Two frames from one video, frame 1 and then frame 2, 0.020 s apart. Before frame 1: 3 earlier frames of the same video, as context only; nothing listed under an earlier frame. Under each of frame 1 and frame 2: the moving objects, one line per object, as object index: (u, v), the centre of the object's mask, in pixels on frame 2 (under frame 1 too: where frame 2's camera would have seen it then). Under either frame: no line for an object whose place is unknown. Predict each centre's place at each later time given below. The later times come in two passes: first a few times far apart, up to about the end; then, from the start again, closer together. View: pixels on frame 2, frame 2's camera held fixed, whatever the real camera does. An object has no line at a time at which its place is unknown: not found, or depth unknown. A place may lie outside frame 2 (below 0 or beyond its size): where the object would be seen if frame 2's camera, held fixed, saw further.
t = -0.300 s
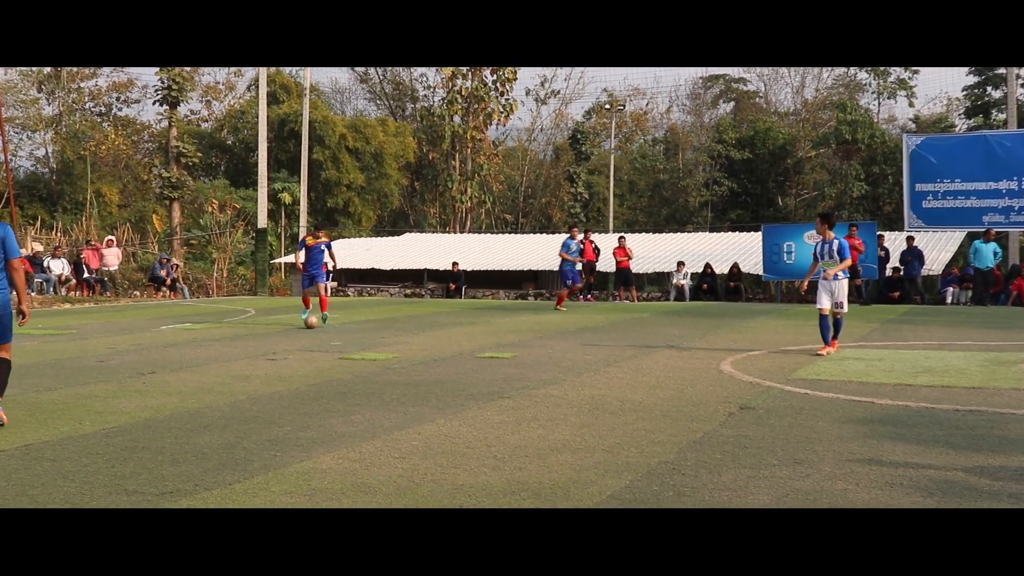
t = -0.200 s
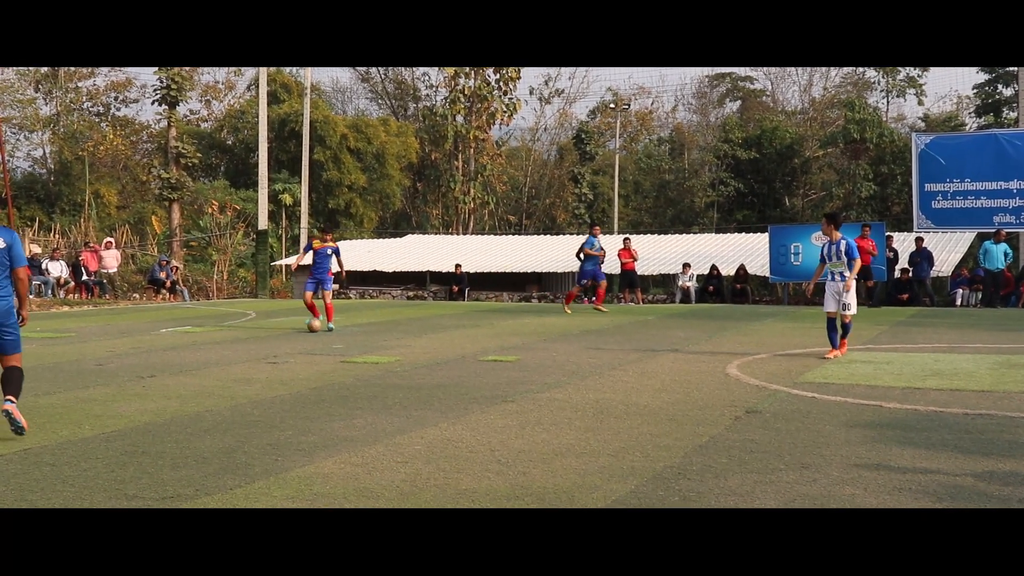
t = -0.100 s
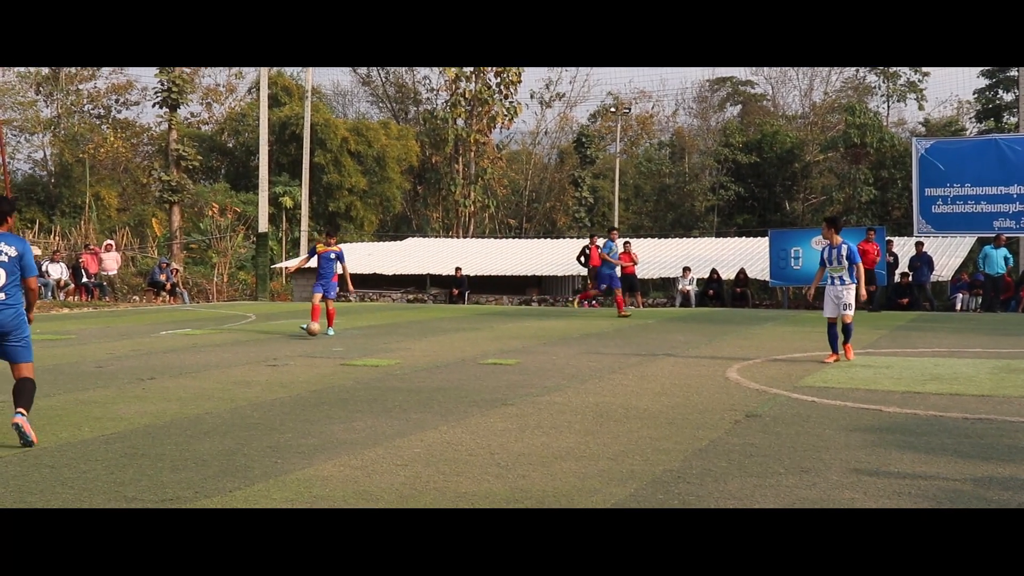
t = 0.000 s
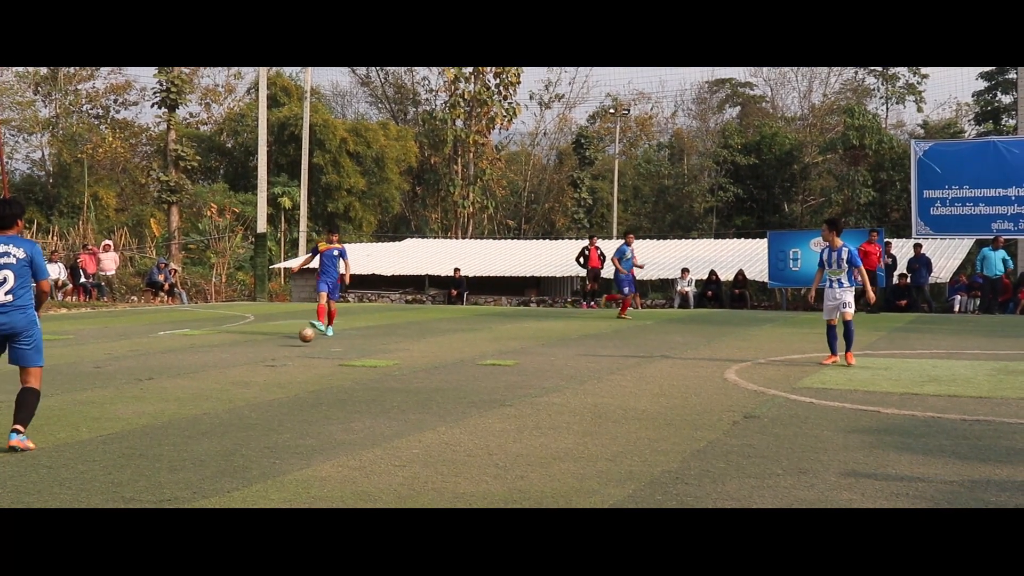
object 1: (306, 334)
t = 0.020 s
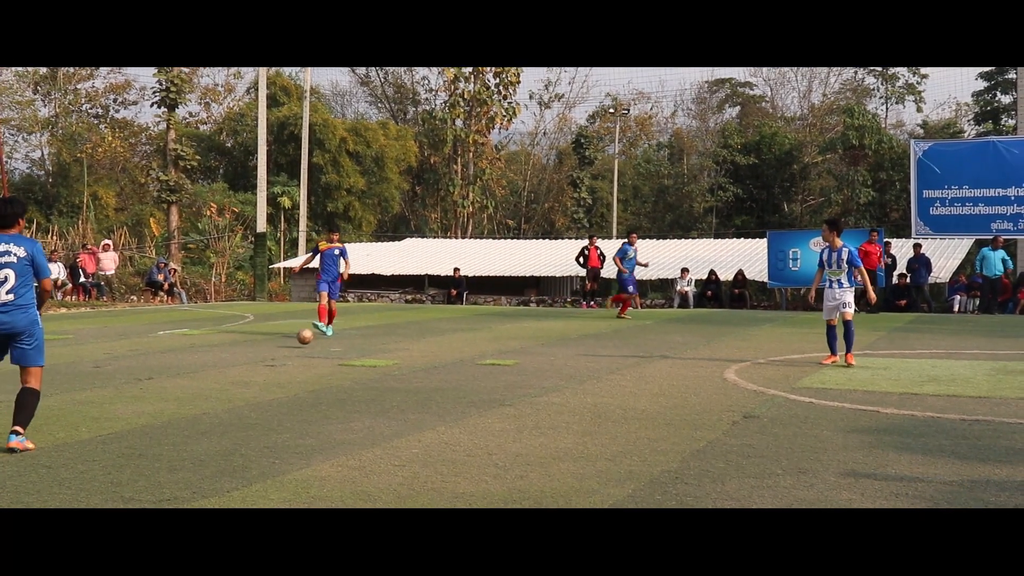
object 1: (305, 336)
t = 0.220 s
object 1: (289, 351)
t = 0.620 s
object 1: (260, 393)
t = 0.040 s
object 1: (304, 339)
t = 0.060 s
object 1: (302, 341)
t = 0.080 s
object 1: (300, 344)
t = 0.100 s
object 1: (298, 345)
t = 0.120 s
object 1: (296, 345)
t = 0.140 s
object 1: (295, 346)
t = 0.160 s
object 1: (294, 346)
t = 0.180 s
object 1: (292, 348)
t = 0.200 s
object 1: (291, 349)
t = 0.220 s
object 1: (289, 351)
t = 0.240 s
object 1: (287, 354)
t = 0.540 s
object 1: (267, 386)
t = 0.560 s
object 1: (265, 387)
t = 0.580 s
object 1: (264, 389)
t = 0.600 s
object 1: (262, 391)
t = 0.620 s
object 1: (260, 393)
